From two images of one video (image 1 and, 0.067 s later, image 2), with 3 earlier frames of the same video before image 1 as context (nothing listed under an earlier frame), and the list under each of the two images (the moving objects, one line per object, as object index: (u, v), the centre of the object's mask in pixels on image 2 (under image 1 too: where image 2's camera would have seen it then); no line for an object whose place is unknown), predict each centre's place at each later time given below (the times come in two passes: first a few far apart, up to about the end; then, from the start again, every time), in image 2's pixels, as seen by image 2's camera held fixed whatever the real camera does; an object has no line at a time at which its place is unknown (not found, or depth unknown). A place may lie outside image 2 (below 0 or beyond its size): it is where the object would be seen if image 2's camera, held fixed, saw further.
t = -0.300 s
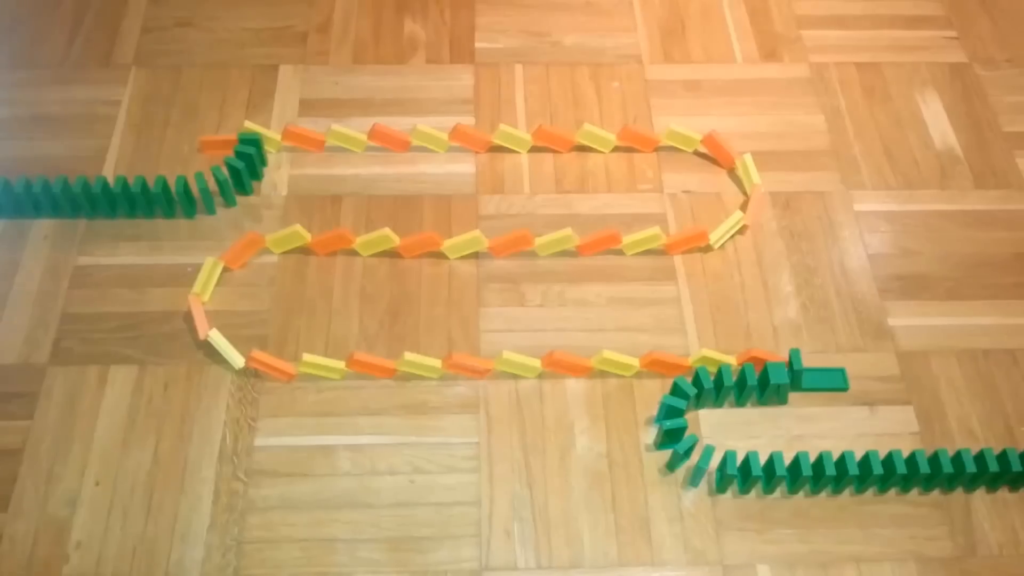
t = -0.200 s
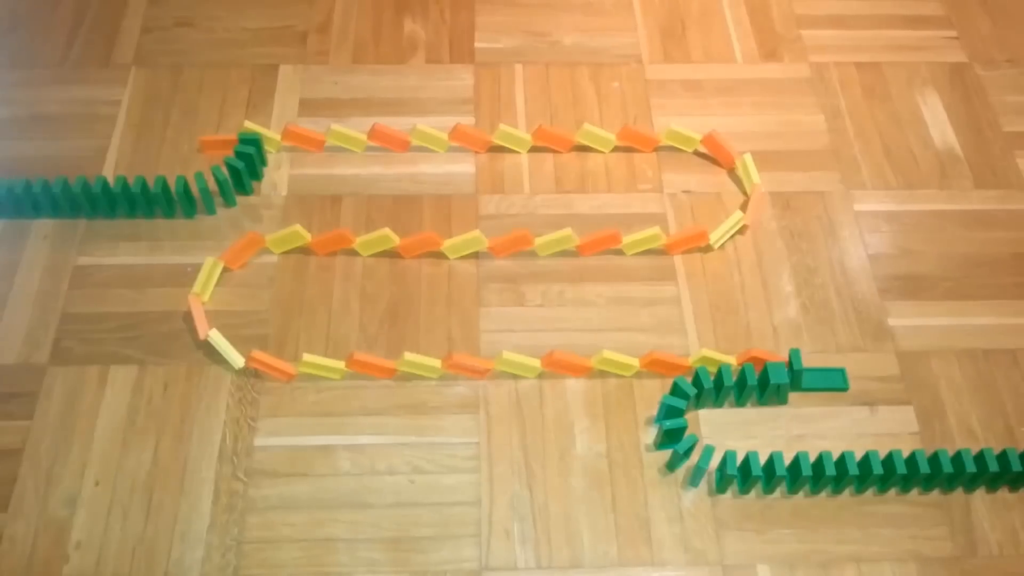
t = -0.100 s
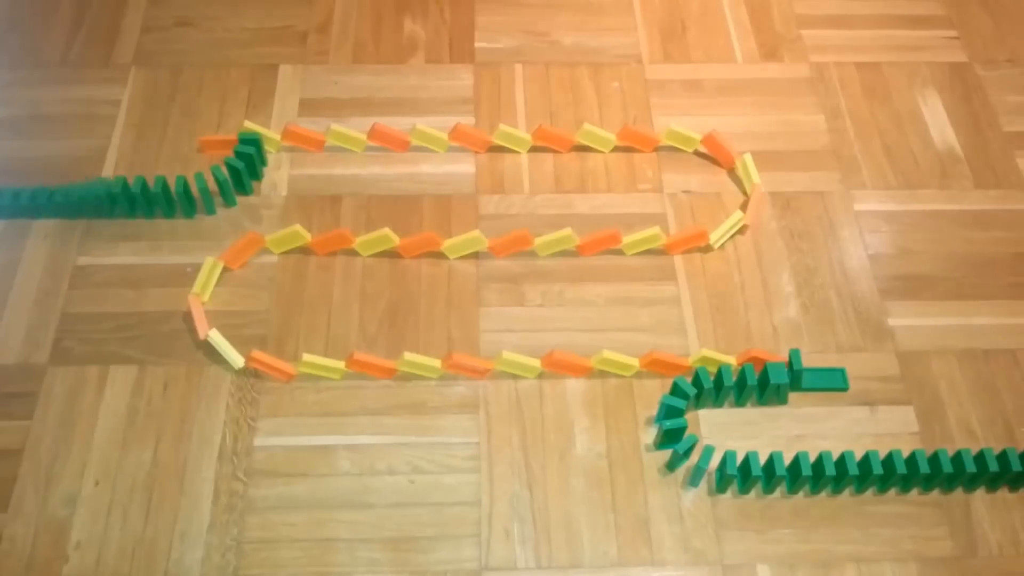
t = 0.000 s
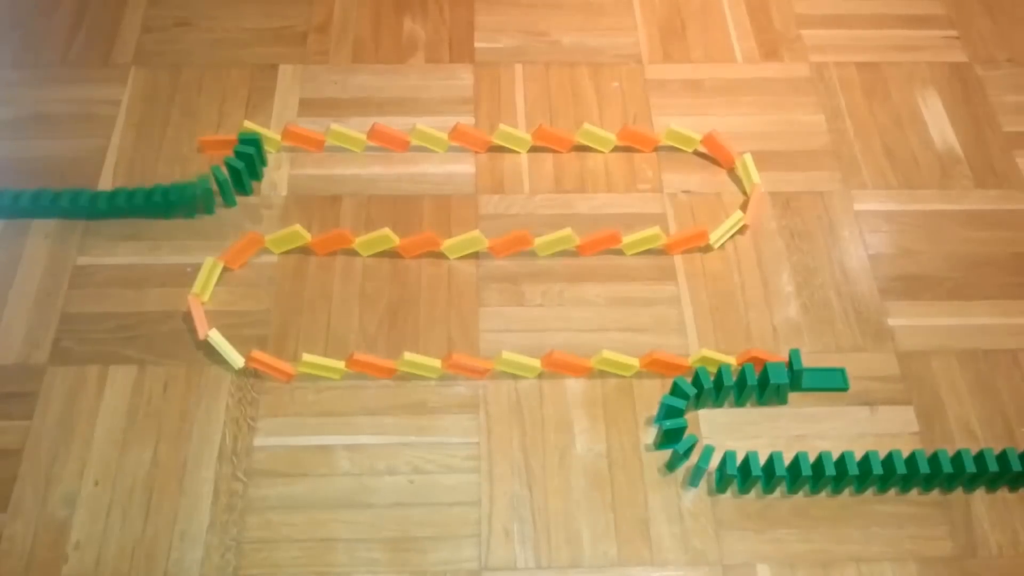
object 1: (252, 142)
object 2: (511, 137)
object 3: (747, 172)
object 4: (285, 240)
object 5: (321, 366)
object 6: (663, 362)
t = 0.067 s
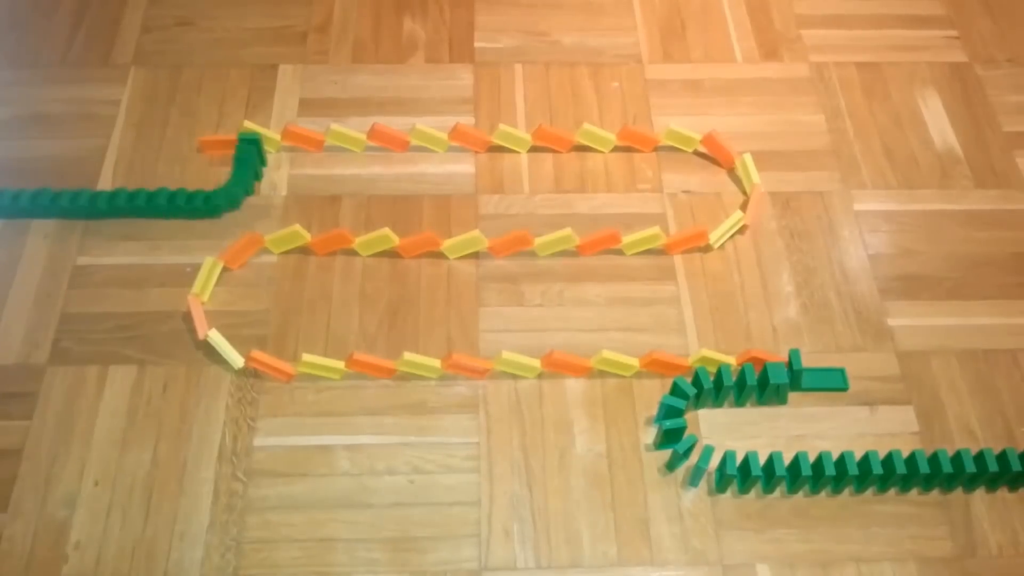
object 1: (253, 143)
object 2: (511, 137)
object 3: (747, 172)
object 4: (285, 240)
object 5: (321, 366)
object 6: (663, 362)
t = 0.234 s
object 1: (255, 129)
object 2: (511, 137)
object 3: (748, 172)
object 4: (285, 240)
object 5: (321, 366)
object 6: (663, 362)
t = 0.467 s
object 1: (253, 129)
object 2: (502, 143)
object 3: (747, 172)
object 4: (285, 240)
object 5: (321, 366)
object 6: (663, 362)
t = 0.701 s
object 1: (253, 128)
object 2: (502, 143)
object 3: (738, 173)
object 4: (285, 240)
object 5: (321, 366)
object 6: (663, 362)
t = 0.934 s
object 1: (253, 129)
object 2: (502, 143)
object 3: (735, 172)
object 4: (285, 240)
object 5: (321, 366)
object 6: (663, 363)
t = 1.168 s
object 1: (253, 129)
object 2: (502, 143)
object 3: (735, 172)
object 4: (294, 247)
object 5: (321, 366)
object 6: (663, 363)
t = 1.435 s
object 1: (253, 130)
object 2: (502, 143)
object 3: (734, 172)
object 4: (297, 255)
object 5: (308, 382)
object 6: (663, 362)
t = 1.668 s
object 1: (252, 130)
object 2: (502, 143)
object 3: (734, 172)
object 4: (297, 255)
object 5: (307, 388)
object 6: (651, 367)
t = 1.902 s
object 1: (252, 129)
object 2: (502, 143)
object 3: (734, 172)
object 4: (297, 255)
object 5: (307, 388)
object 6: (650, 367)
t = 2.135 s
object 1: (252, 130)
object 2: (502, 143)
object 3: (734, 172)
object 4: (297, 255)
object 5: (307, 388)
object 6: (649, 366)
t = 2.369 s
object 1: (252, 129)
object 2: (502, 143)
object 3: (734, 172)
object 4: (297, 255)
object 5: (307, 388)
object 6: (649, 366)
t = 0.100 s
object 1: (251, 143)
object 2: (511, 137)
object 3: (747, 172)
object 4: (285, 240)
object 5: (321, 366)
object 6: (663, 362)
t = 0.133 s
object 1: (254, 136)
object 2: (511, 137)
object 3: (747, 172)
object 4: (285, 239)
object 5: (321, 366)
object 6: (663, 362)
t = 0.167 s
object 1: (260, 136)
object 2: (511, 137)
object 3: (747, 172)
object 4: (285, 240)
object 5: (321, 366)
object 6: (663, 362)
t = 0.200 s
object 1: (256, 131)
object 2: (511, 137)
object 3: (747, 172)
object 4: (285, 239)
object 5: (321, 366)
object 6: (663, 362)
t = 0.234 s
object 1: (255, 129)
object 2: (511, 137)
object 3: (748, 172)
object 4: (285, 240)
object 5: (321, 366)
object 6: (663, 362)
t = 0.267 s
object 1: (254, 129)
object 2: (511, 137)
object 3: (747, 172)
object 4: (285, 240)
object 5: (321, 366)
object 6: (663, 362)
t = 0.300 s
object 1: (254, 129)
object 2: (511, 137)
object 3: (747, 172)
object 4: (285, 239)
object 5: (321, 366)
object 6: (663, 362)
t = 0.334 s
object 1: (253, 129)
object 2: (511, 137)
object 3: (747, 172)
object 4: (285, 239)
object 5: (321, 366)
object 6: (663, 362)
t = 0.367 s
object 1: (253, 129)
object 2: (510, 138)
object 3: (747, 172)
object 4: (285, 240)
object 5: (321, 366)
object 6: (663, 362)
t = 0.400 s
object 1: (253, 129)
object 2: (506, 142)
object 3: (747, 172)
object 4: (285, 240)
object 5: (321, 366)
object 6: (663, 362)
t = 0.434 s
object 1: (253, 129)
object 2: (504, 141)
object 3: (747, 172)
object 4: (285, 240)
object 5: (321, 366)
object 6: (663, 362)
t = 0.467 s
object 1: (253, 129)
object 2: (502, 143)
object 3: (747, 172)
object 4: (285, 240)
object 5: (321, 366)
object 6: (663, 362)
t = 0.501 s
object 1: (253, 129)
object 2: (503, 143)
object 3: (747, 172)
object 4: (285, 240)
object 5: (321, 366)
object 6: (663, 362)
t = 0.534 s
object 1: (253, 129)
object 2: (502, 143)
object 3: (747, 172)
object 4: (285, 240)
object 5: (321, 366)
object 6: (663, 362)
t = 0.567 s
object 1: (253, 129)
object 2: (502, 143)
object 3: (746, 172)
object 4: (285, 240)
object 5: (321, 366)
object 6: (663, 362)
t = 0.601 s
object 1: (253, 129)
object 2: (502, 143)
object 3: (742, 173)
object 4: (285, 240)
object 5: (321, 366)
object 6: (663, 362)
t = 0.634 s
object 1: (253, 129)
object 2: (502, 143)
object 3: (741, 173)
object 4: (285, 240)
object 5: (321, 366)
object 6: (663, 362)
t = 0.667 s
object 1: (253, 129)
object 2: (502, 143)
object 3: (739, 172)
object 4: (285, 240)
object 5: (321, 366)
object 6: (663, 362)
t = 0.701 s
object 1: (253, 128)
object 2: (502, 143)
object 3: (738, 173)
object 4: (285, 240)
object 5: (321, 366)
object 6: (663, 362)
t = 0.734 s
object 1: (253, 129)
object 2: (502, 143)
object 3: (736, 175)
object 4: (285, 240)
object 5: (321, 366)
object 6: (663, 362)
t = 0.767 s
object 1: (253, 129)
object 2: (502, 143)
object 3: (736, 173)
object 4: (285, 240)
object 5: (321, 366)
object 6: (663, 362)
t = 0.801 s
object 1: (253, 129)
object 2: (502, 143)
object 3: (735, 172)
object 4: (285, 240)
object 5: (321, 366)
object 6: (663, 363)
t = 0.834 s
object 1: (253, 129)
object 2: (502, 143)
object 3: (735, 172)
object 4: (285, 240)
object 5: (321, 366)
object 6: (663, 363)
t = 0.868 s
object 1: (253, 129)
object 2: (502, 143)
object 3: (735, 172)
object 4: (285, 240)
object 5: (321, 366)
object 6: (663, 362)
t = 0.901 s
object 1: (253, 129)
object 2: (502, 143)
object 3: (735, 172)
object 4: (285, 240)
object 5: (321, 366)
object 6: (663, 362)
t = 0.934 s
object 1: (253, 129)
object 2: (502, 143)
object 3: (735, 172)
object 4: (285, 240)
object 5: (321, 366)
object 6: (663, 363)
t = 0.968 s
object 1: (253, 129)
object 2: (502, 143)
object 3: (734, 172)
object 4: (285, 240)
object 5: (321, 366)
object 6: (663, 363)
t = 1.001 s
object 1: (253, 129)
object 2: (502, 143)
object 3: (734, 172)
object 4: (285, 240)
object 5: (321, 366)
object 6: (663, 363)
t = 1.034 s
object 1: (253, 129)
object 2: (502, 143)
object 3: (734, 172)
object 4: (285, 240)
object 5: (321, 366)
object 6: (663, 363)
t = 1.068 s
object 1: (253, 129)
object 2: (502, 143)
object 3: (735, 172)
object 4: (286, 240)
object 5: (321, 366)
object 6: (663, 363)
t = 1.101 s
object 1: (253, 129)
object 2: (502, 143)
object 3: (734, 172)
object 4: (291, 243)
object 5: (321, 366)
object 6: (663, 362)
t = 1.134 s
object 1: (253, 129)
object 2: (502, 143)
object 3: (735, 172)
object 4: (294, 243)
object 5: (321, 366)
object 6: (663, 363)
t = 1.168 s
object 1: (253, 129)
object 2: (502, 143)
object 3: (735, 172)
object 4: (294, 247)
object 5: (321, 366)
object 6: (663, 363)
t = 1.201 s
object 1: (253, 129)
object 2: (502, 143)
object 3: (735, 172)
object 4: (296, 252)
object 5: (321, 366)
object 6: (663, 363)
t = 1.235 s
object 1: (253, 129)
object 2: (502, 143)
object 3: (735, 172)
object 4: (297, 254)
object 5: (321, 366)
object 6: (663, 362)
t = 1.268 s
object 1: (253, 129)
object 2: (502, 143)
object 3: (734, 172)
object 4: (297, 255)
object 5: (320, 366)
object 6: (663, 362)
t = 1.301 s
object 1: (253, 129)
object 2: (502, 143)
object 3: (734, 172)
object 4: (297, 255)
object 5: (318, 368)
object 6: (663, 362)
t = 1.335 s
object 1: (253, 129)
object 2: (502, 143)
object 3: (734, 172)
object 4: (297, 255)
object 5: (312, 370)
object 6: (663, 362)
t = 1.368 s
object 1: (253, 129)
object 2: (502, 143)
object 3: (734, 172)
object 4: (297, 255)
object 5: (309, 371)
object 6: (663, 362)
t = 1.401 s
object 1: (253, 129)
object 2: (502, 143)
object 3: (734, 172)
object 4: (297, 255)
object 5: (308, 377)
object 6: (663, 362)
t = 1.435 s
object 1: (253, 130)
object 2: (502, 143)
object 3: (734, 172)
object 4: (297, 255)
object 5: (308, 382)
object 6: (663, 362)
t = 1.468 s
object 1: (253, 129)
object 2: (502, 143)
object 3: (734, 172)
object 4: (297, 255)
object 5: (307, 384)
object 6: (663, 362)
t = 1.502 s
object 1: (253, 129)
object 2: (502, 143)
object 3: (734, 172)
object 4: (297, 255)
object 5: (307, 387)
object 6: (663, 362)
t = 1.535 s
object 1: (253, 130)
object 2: (502, 143)
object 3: (734, 172)
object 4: (297, 255)
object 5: (307, 388)
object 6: (661, 364)
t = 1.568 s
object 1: (252, 129)
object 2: (502, 143)
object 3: (734, 172)
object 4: (297, 255)
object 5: (307, 388)
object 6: (658, 366)
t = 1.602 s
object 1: (253, 129)
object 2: (502, 143)
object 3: (734, 172)
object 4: (297, 255)
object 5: (307, 388)
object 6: (655, 367)
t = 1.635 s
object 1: (253, 130)
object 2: (502, 143)
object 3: (734, 172)
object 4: (297, 255)
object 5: (307, 388)
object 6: (653, 367)
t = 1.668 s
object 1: (252, 130)
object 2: (502, 143)
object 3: (734, 172)
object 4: (297, 255)
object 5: (307, 388)
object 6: (651, 367)
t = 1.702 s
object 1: (252, 130)
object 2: (502, 143)
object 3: (734, 172)
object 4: (297, 255)
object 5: (307, 388)
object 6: (650, 367)
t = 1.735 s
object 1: (252, 130)
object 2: (502, 143)
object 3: (734, 172)
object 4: (297, 255)
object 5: (307, 388)
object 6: (650, 367)
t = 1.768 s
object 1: (252, 129)
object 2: (502, 143)
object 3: (734, 172)
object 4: (297, 255)
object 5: (307, 388)
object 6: (650, 367)
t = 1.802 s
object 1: (252, 129)
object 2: (502, 143)
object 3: (734, 172)
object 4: (297, 255)
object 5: (307, 388)
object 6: (650, 367)
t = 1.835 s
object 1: (252, 129)
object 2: (502, 143)
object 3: (734, 172)
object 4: (297, 255)
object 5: (307, 387)
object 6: (650, 367)
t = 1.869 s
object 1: (252, 129)
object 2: (502, 143)
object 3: (734, 172)
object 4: (297, 255)
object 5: (307, 388)
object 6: (650, 367)
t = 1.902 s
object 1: (252, 129)
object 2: (502, 143)
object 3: (734, 172)
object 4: (297, 255)
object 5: (307, 388)
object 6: (650, 367)
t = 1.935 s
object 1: (252, 129)
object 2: (502, 143)
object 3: (734, 172)
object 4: (297, 255)
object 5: (307, 388)
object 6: (650, 367)
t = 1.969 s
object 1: (252, 129)
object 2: (502, 143)
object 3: (734, 172)
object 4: (297, 255)
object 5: (307, 388)
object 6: (650, 367)
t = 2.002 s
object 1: (252, 129)
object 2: (502, 143)
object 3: (734, 172)
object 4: (297, 255)
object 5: (307, 388)
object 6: (651, 367)
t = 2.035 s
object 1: (252, 129)
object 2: (502, 143)
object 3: (734, 172)
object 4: (297, 255)
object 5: (307, 388)
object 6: (650, 367)
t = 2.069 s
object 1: (252, 129)
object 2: (502, 143)
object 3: (734, 172)
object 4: (297, 255)
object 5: (307, 388)
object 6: (649, 366)
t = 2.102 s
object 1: (252, 130)
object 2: (502, 143)
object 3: (734, 172)
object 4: (297, 255)
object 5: (307, 388)
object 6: (649, 366)
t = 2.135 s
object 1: (252, 130)
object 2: (502, 143)
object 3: (734, 172)
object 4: (297, 255)
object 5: (307, 388)
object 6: (649, 366)
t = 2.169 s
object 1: (252, 129)
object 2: (502, 143)
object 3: (734, 172)
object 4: (297, 255)
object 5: (307, 388)
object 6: (649, 366)
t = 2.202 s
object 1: (252, 129)
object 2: (502, 143)
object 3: (734, 172)
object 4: (297, 255)
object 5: (307, 388)
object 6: (649, 366)
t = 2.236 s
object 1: (252, 129)
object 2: (502, 143)
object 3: (734, 172)
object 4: (297, 255)
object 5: (307, 388)
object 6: (649, 366)
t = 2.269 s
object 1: (252, 129)
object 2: (502, 143)
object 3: (735, 172)
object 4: (297, 255)
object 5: (307, 388)
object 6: (649, 366)
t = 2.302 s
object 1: (252, 129)
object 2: (502, 143)
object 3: (734, 172)
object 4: (297, 255)
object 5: (307, 388)
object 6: (649, 366)
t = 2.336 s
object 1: (252, 129)
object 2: (502, 143)
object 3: (734, 172)
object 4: (297, 255)
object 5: (307, 388)
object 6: (649, 366)
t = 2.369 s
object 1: (252, 129)
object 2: (502, 143)
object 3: (734, 172)
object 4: (297, 255)
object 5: (307, 388)
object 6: (649, 366)
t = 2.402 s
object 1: (252, 129)
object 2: (502, 142)
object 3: (734, 172)
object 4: (297, 255)
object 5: (307, 388)
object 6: (649, 366)
